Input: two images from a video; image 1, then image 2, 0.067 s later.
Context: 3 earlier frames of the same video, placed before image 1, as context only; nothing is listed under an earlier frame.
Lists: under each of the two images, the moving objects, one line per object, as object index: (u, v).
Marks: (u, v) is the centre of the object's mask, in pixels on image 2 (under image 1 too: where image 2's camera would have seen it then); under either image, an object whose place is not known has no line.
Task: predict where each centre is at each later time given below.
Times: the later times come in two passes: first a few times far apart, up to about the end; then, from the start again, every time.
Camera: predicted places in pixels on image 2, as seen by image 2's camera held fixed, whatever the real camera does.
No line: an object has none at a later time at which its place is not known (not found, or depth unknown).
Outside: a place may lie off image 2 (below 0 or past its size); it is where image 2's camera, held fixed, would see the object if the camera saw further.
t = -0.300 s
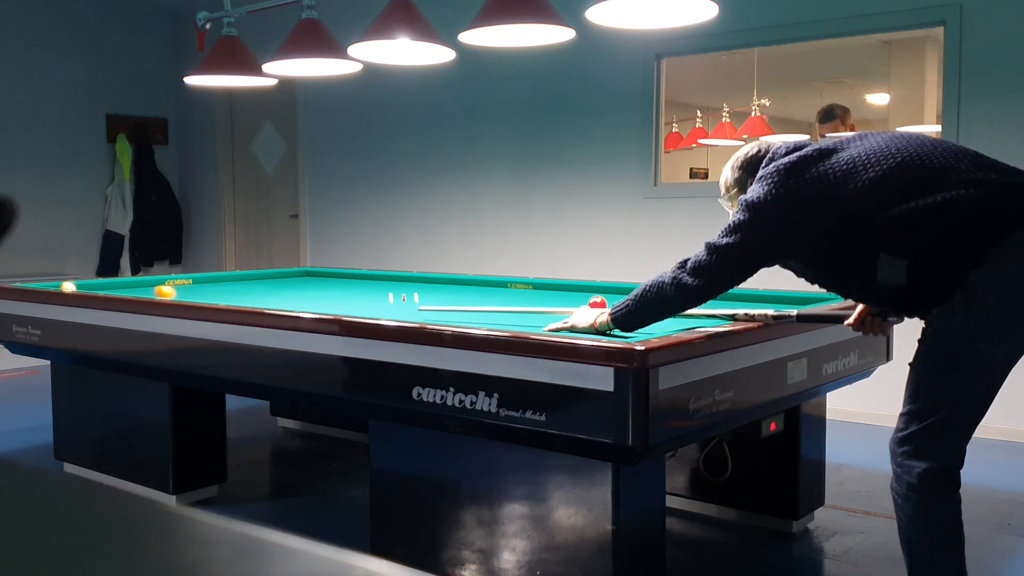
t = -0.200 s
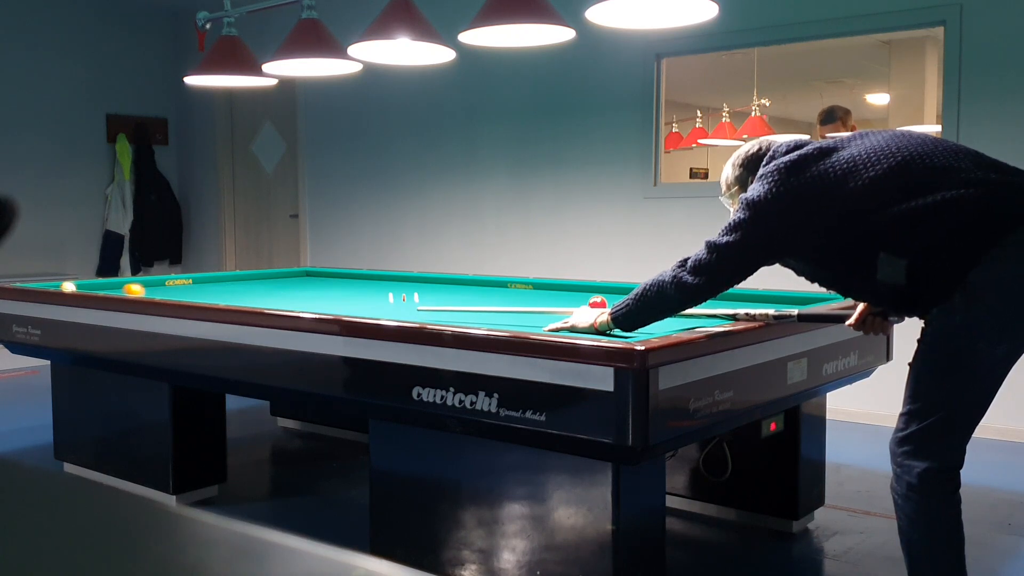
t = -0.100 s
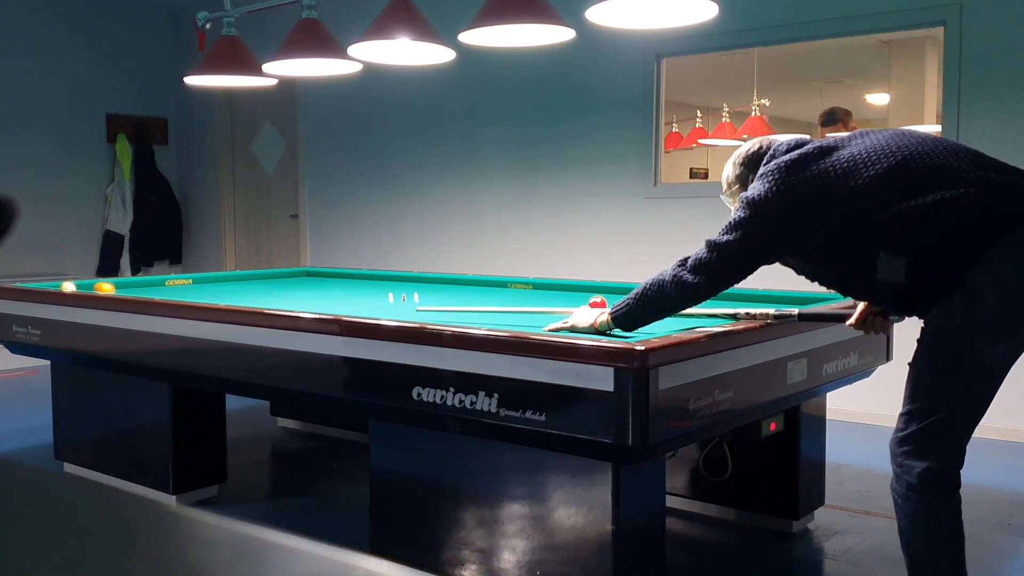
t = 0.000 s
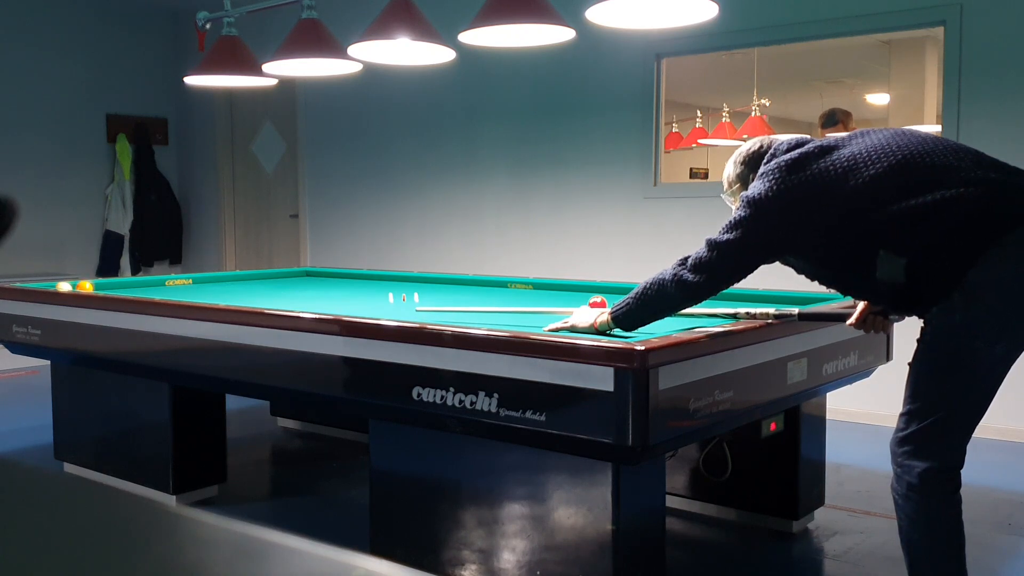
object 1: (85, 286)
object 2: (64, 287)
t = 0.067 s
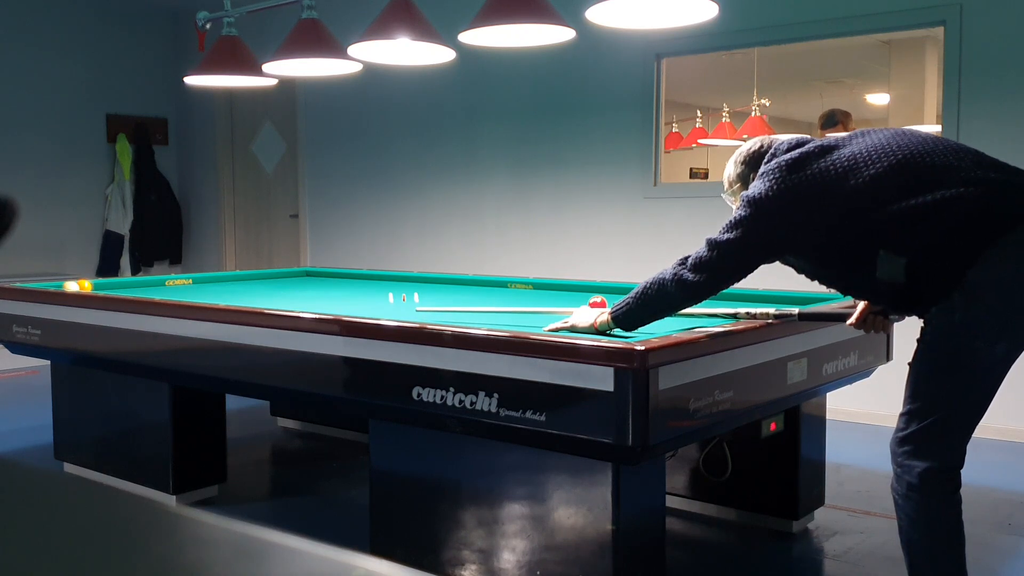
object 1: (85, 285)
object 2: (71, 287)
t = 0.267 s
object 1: (108, 285)
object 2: (88, 286)
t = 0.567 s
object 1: (179, 284)
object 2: (110, 284)
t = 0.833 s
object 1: (240, 284)
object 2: (128, 282)
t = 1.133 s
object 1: (306, 284)
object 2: (156, 280)
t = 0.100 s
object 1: (85, 284)
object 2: (74, 286)
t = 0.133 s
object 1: (83, 283)
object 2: (77, 286)
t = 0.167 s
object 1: (83, 282)
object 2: (80, 286)
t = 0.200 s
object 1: (93, 283)
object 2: (82, 286)
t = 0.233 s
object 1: (101, 284)
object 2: (85, 286)
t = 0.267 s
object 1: (108, 285)
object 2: (88, 286)
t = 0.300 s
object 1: (117, 285)
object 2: (90, 286)
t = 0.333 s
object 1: (125, 285)
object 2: (93, 285)
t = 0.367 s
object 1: (133, 285)
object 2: (95, 285)
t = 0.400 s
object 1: (141, 285)
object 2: (98, 285)
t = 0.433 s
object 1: (148, 285)
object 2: (100, 285)
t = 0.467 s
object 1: (156, 285)
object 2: (103, 285)
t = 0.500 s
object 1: (163, 284)
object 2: (105, 284)
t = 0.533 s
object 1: (171, 284)
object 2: (108, 284)
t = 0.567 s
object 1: (179, 284)
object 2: (110, 284)
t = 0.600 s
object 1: (187, 284)
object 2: (112, 284)
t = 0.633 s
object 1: (194, 284)
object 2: (115, 283)
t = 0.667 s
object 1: (202, 284)
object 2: (117, 283)
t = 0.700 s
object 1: (210, 284)
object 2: (120, 283)
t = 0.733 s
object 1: (217, 284)
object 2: (122, 283)
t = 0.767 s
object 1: (225, 284)
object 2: (124, 282)
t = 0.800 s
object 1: (232, 284)
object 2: (126, 282)
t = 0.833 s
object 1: (240, 284)
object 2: (128, 282)
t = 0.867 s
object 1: (247, 284)
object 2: (131, 282)
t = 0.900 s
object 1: (255, 284)
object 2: (135, 281)
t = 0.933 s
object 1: (262, 284)
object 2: (138, 281)
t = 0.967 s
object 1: (270, 284)
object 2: (141, 281)
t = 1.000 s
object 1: (277, 284)
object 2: (144, 281)
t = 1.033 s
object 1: (284, 284)
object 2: (147, 281)
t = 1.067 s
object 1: (292, 284)
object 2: (150, 281)
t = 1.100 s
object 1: (299, 284)
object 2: (153, 280)
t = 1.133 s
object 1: (306, 284)
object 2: (156, 280)
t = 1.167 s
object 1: (314, 284)
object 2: (159, 280)
